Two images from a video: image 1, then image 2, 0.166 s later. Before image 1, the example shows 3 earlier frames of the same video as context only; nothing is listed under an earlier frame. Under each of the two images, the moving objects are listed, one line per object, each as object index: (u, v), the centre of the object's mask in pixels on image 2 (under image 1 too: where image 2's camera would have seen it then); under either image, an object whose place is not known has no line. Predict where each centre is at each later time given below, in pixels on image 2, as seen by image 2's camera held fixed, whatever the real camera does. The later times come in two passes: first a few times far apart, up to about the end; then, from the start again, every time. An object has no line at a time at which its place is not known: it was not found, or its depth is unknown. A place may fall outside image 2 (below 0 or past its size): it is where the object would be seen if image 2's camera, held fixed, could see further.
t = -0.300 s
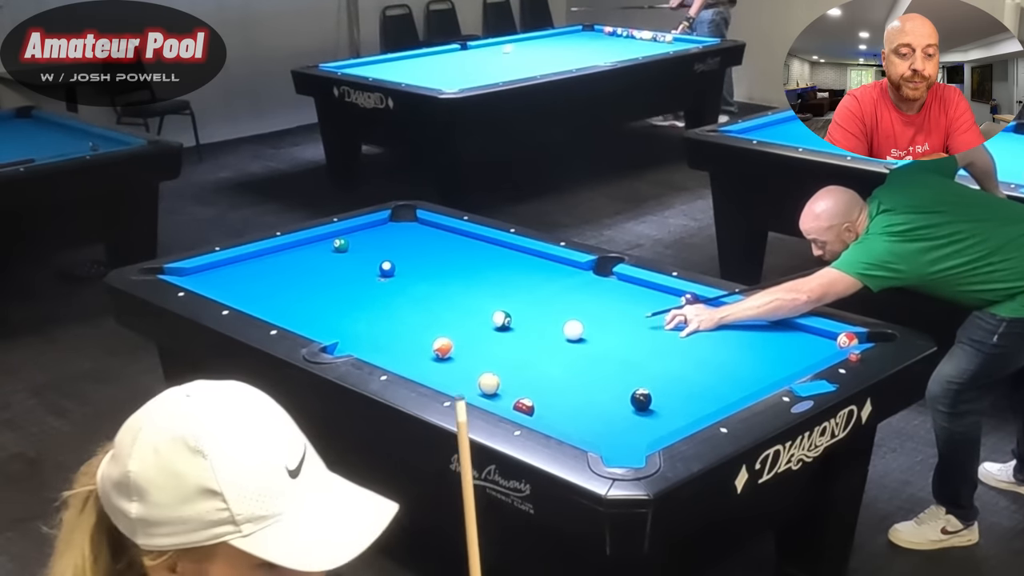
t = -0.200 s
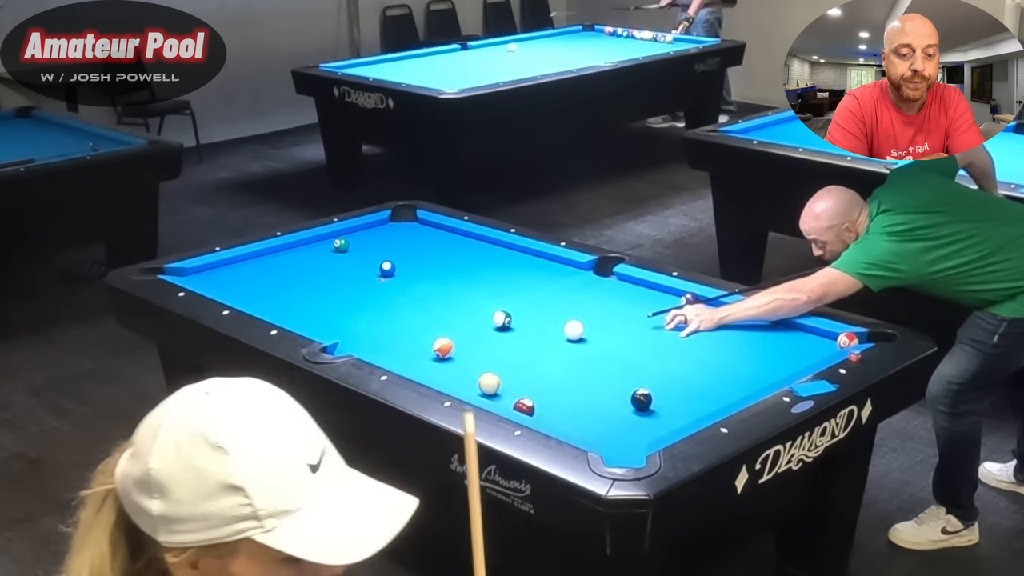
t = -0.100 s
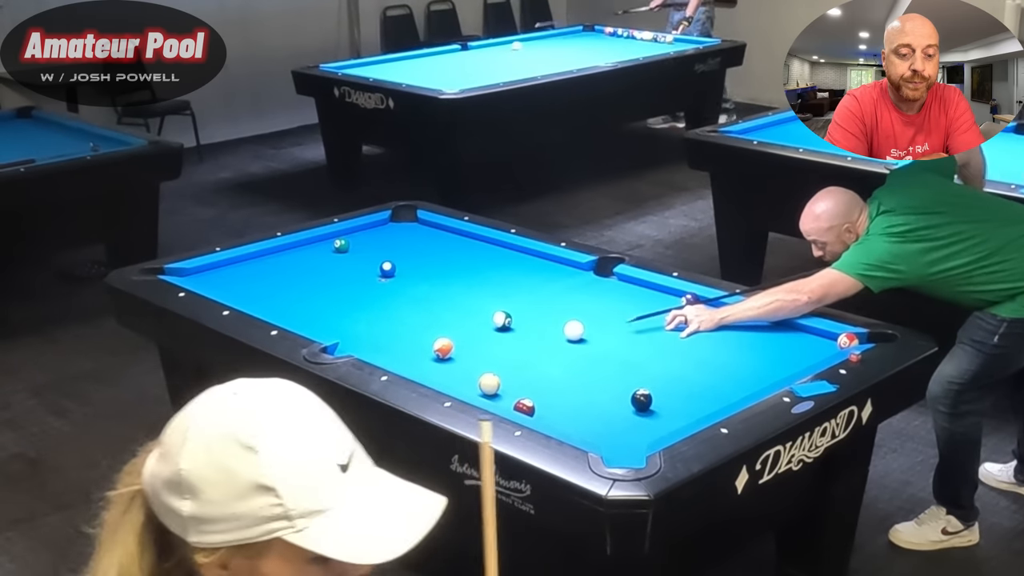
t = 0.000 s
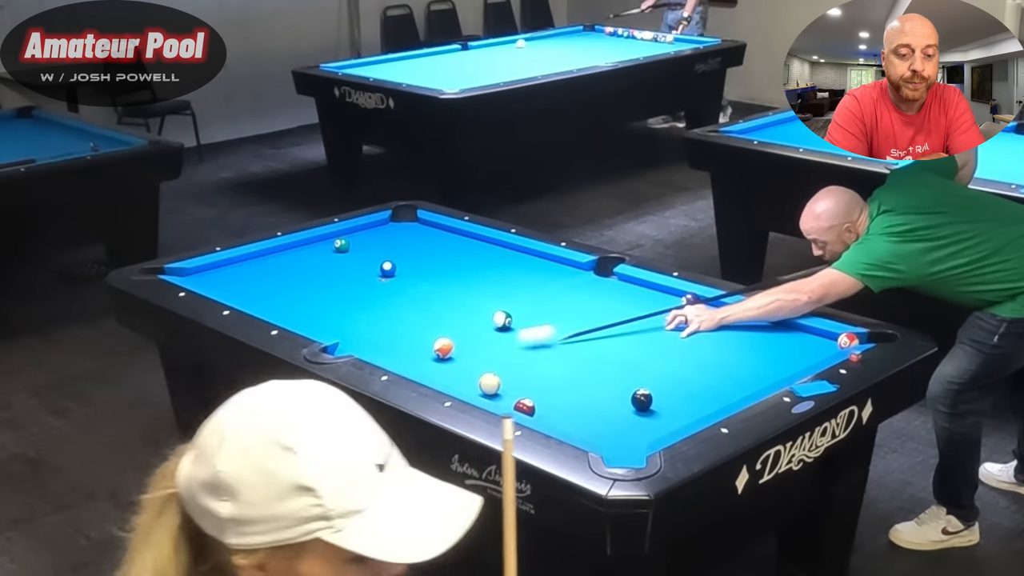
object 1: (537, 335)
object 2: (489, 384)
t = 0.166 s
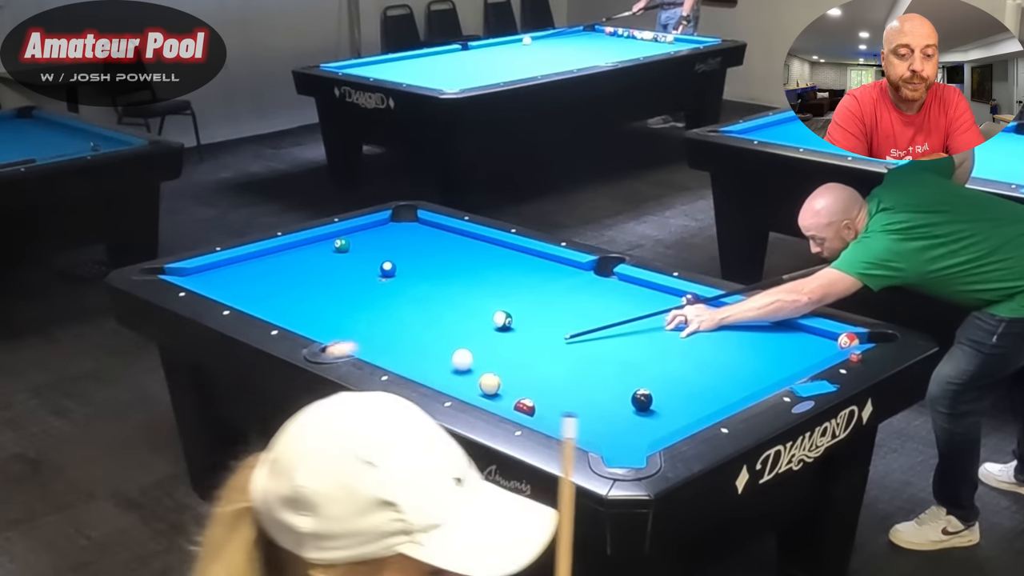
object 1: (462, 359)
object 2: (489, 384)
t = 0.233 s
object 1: (461, 367)
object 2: (489, 384)
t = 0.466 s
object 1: (473, 387)
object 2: (497, 382)
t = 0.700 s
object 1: (511, 400)
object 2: (533, 377)
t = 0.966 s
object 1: (531, 403)
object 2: (571, 371)
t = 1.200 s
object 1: (546, 403)
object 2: (602, 366)
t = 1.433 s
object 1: (561, 404)
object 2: (631, 362)
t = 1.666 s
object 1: (573, 404)
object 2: (658, 358)
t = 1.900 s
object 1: (584, 405)
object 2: (683, 354)
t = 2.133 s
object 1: (594, 405)
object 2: (706, 350)
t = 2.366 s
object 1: (601, 405)
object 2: (729, 347)
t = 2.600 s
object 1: (606, 405)
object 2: (748, 343)
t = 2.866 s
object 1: (610, 405)
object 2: (769, 340)
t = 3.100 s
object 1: (611, 405)
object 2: (786, 337)
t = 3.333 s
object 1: (612, 405)
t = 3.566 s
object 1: (612, 405)
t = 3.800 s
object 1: (612, 405)
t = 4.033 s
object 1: (612, 405)
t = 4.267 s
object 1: (612, 405)
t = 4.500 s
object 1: (612, 405)
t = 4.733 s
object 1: (612, 405)
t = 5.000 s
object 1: (612, 405)
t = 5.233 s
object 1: (612, 405)
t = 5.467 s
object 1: (612, 405)
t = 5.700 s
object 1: (612, 405)
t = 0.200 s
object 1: (461, 363)
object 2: (489, 383)
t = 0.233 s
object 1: (461, 367)
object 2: (489, 384)
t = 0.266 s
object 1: (461, 371)
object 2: (489, 383)
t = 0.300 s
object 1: (460, 374)
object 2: (489, 384)
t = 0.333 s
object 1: (460, 377)
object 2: (490, 384)
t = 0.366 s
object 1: (460, 380)
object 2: (490, 384)
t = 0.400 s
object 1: (461, 382)
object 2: (489, 384)
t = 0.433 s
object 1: (470, 385)
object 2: (491, 383)
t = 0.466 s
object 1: (473, 387)
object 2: (497, 382)
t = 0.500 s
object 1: (477, 389)
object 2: (503, 381)
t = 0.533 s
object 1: (483, 391)
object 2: (508, 381)
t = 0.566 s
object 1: (489, 393)
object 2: (514, 380)
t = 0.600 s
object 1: (495, 395)
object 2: (518, 379)
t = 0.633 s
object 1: (502, 397)
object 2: (523, 378)
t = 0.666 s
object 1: (508, 399)
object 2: (528, 377)
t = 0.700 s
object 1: (511, 400)
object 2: (533, 377)
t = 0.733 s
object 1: (514, 401)
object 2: (538, 376)
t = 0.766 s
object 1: (516, 401)
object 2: (543, 376)
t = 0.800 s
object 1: (519, 402)
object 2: (548, 375)
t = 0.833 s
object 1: (521, 402)
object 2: (552, 374)
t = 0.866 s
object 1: (523, 402)
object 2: (557, 373)
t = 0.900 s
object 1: (526, 402)
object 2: (562, 373)
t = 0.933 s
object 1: (528, 402)
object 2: (566, 372)
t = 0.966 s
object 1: (531, 403)
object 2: (571, 371)
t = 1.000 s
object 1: (533, 403)
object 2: (576, 371)
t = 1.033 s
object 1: (535, 403)
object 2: (580, 369)
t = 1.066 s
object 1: (537, 403)
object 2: (584, 369)
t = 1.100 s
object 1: (540, 403)
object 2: (588, 369)
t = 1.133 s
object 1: (542, 403)
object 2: (593, 368)
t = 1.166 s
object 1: (544, 403)
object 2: (597, 367)
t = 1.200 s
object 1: (546, 403)
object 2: (602, 366)
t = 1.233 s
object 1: (548, 404)
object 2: (606, 365)
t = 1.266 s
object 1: (550, 404)
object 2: (610, 365)
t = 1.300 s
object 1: (553, 404)
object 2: (614, 364)
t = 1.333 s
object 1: (555, 404)
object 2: (619, 364)
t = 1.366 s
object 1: (557, 404)
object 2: (623, 363)
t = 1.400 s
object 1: (559, 404)
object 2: (627, 362)
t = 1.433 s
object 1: (561, 404)
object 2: (631, 362)
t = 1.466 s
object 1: (563, 404)
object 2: (635, 361)
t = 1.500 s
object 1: (565, 404)
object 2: (639, 360)
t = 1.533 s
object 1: (566, 404)
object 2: (643, 360)
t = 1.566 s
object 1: (568, 404)
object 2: (647, 359)
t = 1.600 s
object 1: (570, 404)
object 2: (650, 359)
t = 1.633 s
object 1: (572, 404)
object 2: (654, 358)
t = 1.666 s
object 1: (573, 404)
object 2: (658, 358)
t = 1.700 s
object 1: (575, 404)
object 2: (662, 357)
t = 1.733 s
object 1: (576, 404)
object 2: (666, 357)
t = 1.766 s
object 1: (578, 404)
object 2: (669, 356)
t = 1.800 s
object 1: (580, 405)
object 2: (673, 356)
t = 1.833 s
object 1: (581, 405)
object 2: (676, 355)
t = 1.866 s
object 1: (583, 405)
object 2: (680, 354)
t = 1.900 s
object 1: (584, 405)
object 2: (683, 354)
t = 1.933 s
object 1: (586, 405)
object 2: (687, 353)
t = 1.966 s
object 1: (587, 405)
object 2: (690, 353)
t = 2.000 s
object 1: (588, 405)
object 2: (694, 352)
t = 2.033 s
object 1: (590, 405)
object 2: (697, 352)
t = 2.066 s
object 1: (591, 405)
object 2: (700, 351)
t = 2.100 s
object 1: (592, 405)
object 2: (704, 351)
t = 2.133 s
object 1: (594, 405)
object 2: (706, 350)
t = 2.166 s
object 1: (595, 405)
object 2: (710, 350)
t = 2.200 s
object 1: (596, 405)
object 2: (713, 349)
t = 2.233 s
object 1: (597, 405)
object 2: (716, 349)
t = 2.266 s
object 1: (598, 405)
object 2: (720, 348)
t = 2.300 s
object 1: (599, 405)
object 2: (722, 348)
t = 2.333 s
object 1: (600, 405)
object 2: (726, 347)
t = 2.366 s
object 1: (601, 405)
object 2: (729, 347)
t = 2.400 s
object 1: (602, 405)
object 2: (732, 346)
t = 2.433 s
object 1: (602, 405)
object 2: (734, 346)
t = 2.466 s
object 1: (603, 405)
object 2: (737, 345)
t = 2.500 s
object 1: (604, 405)
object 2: (740, 345)
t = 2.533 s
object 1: (605, 405)
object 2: (743, 344)
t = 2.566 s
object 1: (605, 405)
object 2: (746, 344)
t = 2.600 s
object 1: (606, 405)
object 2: (748, 343)
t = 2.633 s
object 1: (607, 405)
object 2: (751, 343)
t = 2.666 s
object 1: (608, 405)
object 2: (754, 342)
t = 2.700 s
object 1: (608, 405)
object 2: (756, 342)
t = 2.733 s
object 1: (609, 405)
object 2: (759, 342)
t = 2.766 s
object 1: (609, 405)
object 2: (761, 341)
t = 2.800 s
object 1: (609, 405)
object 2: (764, 341)
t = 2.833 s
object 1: (610, 405)
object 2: (767, 340)
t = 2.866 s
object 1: (610, 405)
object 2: (769, 340)
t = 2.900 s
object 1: (610, 405)
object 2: (772, 340)
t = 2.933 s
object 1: (611, 405)
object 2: (774, 339)
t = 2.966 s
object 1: (611, 405)
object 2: (777, 339)
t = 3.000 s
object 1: (611, 405)
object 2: (779, 338)
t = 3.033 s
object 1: (611, 405)
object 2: (781, 338)
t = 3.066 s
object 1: (611, 405)
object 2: (784, 338)
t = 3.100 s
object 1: (611, 405)
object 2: (786, 337)
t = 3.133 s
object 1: (612, 405)
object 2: (788, 337)
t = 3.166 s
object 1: (612, 405)
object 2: (790, 336)
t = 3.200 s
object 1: (612, 405)
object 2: (793, 336)
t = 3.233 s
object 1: (612, 405)
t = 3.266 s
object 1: (612, 405)
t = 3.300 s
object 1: (612, 405)
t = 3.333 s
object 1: (612, 405)
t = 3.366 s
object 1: (612, 405)
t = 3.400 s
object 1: (612, 405)
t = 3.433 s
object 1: (612, 405)
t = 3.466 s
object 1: (612, 405)
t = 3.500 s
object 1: (612, 405)
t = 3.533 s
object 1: (612, 405)
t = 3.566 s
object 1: (612, 405)
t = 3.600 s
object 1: (612, 405)
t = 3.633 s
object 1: (612, 405)
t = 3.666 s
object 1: (612, 405)
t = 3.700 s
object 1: (612, 405)
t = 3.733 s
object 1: (612, 405)
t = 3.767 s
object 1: (612, 405)
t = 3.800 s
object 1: (612, 405)
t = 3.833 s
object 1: (612, 405)
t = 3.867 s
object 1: (612, 405)
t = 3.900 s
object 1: (612, 405)
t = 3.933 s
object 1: (612, 405)
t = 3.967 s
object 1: (612, 405)
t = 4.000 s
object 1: (612, 405)
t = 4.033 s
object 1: (612, 405)
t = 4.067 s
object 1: (612, 405)
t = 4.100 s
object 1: (612, 405)
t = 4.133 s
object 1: (612, 405)
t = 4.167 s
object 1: (612, 405)
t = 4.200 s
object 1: (612, 405)
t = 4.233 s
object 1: (612, 405)
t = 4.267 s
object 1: (612, 405)
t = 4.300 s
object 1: (612, 405)
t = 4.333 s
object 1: (612, 405)
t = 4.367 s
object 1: (612, 405)
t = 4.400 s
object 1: (612, 405)
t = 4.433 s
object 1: (612, 405)
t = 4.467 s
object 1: (612, 405)
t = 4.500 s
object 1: (612, 405)
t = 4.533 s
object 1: (612, 405)
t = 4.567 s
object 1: (612, 405)
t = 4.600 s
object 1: (612, 405)
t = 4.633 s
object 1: (612, 405)
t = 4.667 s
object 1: (612, 405)
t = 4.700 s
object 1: (612, 405)
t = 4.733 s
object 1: (612, 405)
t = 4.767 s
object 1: (612, 405)
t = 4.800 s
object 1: (612, 405)
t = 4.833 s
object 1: (612, 405)
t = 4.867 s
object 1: (612, 405)
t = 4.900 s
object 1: (612, 405)
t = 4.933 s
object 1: (612, 405)
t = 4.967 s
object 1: (612, 405)
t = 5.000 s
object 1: (612, 405)
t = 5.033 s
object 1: (612, 405)
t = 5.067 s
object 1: (612, 405)
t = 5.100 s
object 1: (612, 405)
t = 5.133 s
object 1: (612, 405)
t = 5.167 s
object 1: (612, 405)
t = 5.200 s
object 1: (612, 405)
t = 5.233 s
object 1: (612, 405)
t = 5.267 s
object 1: (612, 405)
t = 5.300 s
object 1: (612, 405)
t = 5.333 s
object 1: (612, 405)
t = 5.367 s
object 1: (612, 405)
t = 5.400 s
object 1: (612, 405)
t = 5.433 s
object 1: (612, 405)
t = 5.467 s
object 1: (612, 405)
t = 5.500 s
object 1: (612, 405)
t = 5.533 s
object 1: (612, 405)
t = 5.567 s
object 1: (612, 405)
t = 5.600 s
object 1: (612, 405)
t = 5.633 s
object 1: (612, 405)
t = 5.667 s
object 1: (612, 405)
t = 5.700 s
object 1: (612, 405)
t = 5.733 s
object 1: (612, 405)
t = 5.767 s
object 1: (612, 405)
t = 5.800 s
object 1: (612, 405)
